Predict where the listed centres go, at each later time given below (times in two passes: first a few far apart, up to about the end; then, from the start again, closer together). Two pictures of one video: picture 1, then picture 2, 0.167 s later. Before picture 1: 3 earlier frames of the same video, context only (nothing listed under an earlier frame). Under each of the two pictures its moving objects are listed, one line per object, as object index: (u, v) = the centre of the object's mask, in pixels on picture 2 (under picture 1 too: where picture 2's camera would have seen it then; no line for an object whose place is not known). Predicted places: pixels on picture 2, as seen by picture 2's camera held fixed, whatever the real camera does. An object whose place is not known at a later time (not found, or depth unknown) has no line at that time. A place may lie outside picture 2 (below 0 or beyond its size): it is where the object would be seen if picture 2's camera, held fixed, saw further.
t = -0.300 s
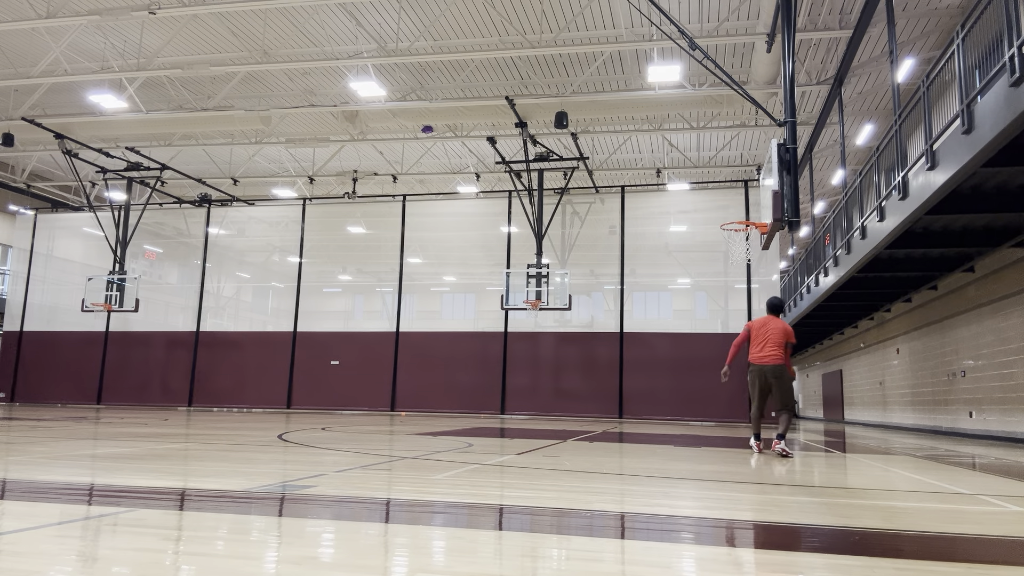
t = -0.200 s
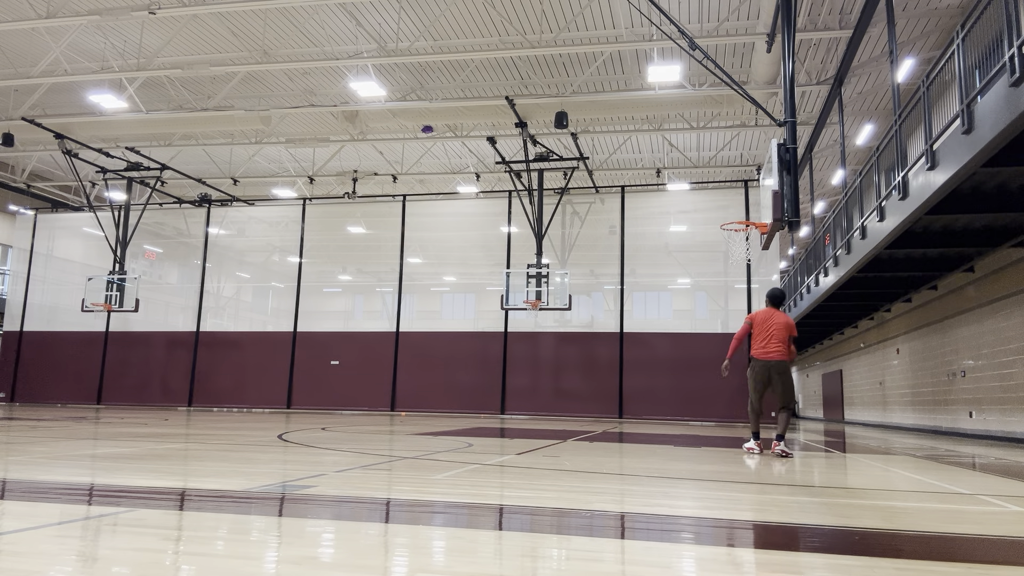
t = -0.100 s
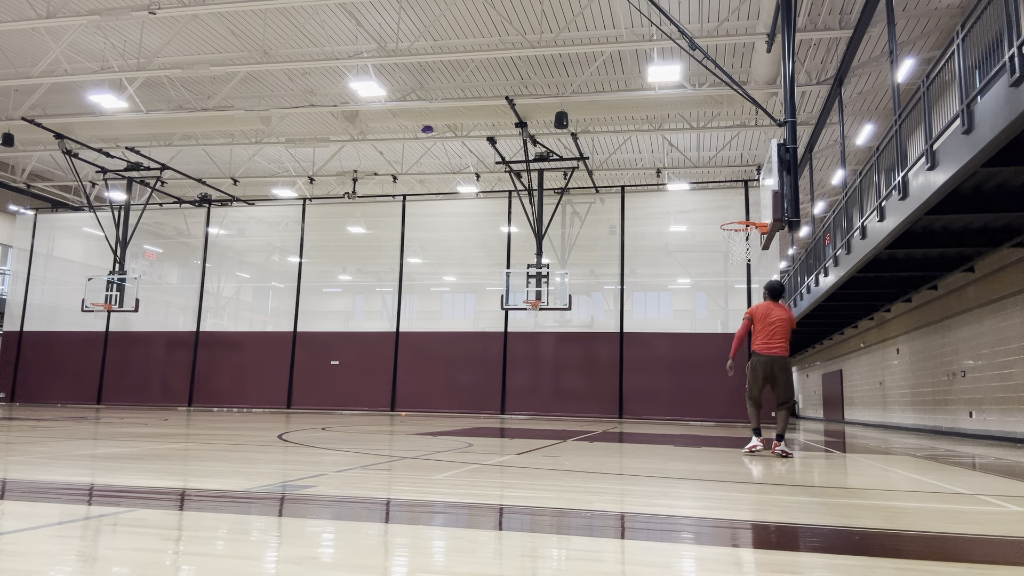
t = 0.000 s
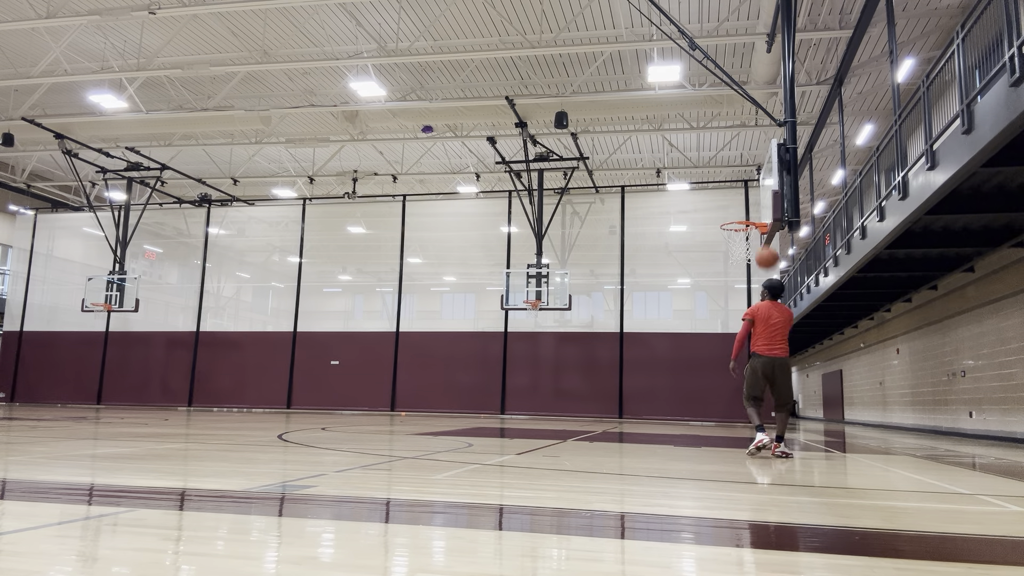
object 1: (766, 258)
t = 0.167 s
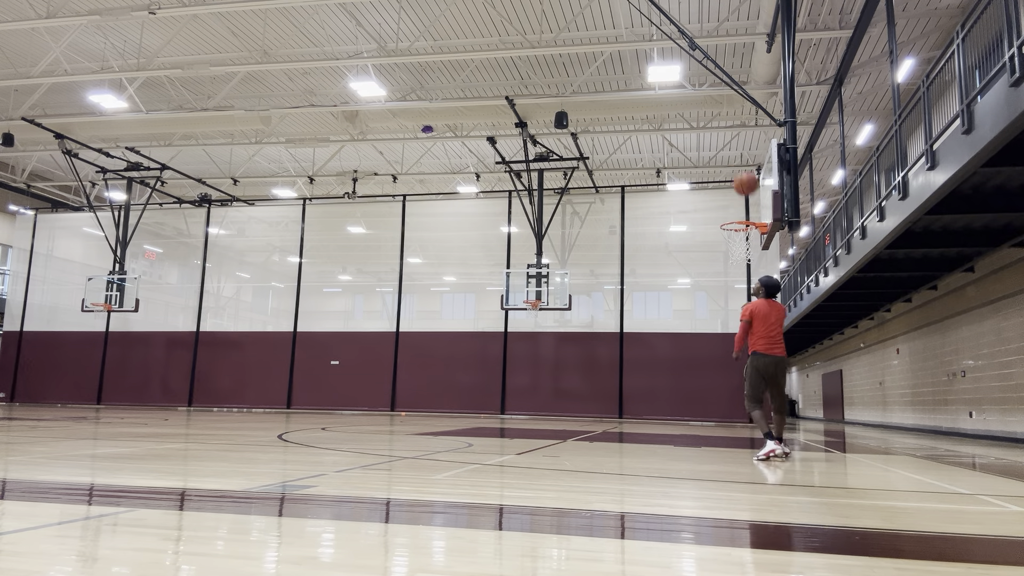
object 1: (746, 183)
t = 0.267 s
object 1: (733, 150)
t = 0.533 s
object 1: (696, 103)
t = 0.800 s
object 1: (654, 126)
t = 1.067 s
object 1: (603, 237)
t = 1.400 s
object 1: (541, 390)
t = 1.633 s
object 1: (528, 247)
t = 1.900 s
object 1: (511, 178)
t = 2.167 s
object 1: (490, 209)
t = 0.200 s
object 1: (741, 172)
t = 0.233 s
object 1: (737, 161)
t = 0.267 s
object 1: (733, 150)
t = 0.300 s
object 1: (728, 141)
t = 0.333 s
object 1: (724, 133)
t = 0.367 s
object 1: (719, 125)
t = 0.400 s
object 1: (714, 118)
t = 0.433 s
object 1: (710, 113)
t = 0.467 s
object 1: (705, 109)
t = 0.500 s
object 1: (700, 106)
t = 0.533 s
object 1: (696, 103)
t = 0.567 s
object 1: (690, 102)
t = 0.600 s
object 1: (686, 102)
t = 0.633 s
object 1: (681, 103)
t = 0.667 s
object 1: (675, 105)
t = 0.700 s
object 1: (670, 109)
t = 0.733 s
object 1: (665, 113)
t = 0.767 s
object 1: (659, 119)
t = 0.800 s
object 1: (654, 126)
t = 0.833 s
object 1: (648, 134)
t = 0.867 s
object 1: (642, 144)
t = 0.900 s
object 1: (636, 157)
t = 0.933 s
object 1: (629, 169)
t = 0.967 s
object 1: (624, 183)
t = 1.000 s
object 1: (617, 200)
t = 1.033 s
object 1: (610, 217)
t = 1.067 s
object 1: (603, 237)
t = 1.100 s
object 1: (596, 259)
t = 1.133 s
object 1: (589, 282)
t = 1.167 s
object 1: (582, 306)
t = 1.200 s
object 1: (573, 338)
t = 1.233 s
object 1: (567, 364)
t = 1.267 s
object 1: (559, 395)
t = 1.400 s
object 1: (541, 390)
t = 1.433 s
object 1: (539, 365)
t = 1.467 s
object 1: (537, 344)
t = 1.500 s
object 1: (535, 320)
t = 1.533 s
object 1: (533, 298)
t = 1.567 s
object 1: (532, 280)
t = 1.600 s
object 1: (530, 263)
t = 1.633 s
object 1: (528, 247)
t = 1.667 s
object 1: (526, 233)
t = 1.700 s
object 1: (524, 221)
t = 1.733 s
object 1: (521, 210)
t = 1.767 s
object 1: (520, 201)
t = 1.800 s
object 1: (518, 193)
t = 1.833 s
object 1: (515, 186)
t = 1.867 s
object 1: (513, 181)
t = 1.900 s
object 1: (511, 178)
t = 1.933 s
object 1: (508, 177)
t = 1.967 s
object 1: (506, 176)
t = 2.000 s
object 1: (504, 178)
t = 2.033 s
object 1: (501, 181)
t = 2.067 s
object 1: (498, 185)
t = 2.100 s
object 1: (496, 192)
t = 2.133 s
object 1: (493, 199)
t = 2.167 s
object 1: (490, 209)
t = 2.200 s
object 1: (487, 221)
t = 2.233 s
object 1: (484, 234)
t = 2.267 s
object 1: (482, 249)
